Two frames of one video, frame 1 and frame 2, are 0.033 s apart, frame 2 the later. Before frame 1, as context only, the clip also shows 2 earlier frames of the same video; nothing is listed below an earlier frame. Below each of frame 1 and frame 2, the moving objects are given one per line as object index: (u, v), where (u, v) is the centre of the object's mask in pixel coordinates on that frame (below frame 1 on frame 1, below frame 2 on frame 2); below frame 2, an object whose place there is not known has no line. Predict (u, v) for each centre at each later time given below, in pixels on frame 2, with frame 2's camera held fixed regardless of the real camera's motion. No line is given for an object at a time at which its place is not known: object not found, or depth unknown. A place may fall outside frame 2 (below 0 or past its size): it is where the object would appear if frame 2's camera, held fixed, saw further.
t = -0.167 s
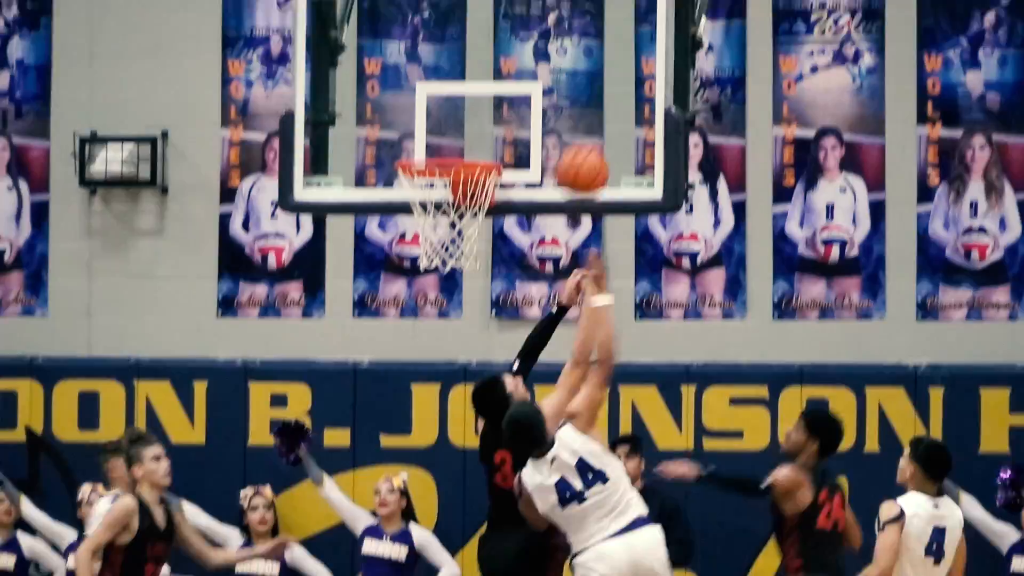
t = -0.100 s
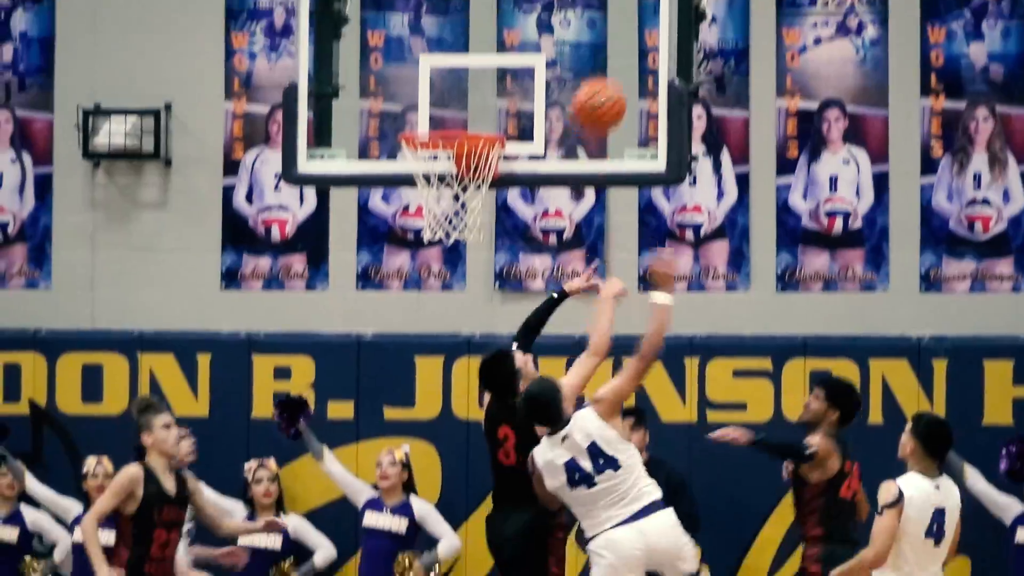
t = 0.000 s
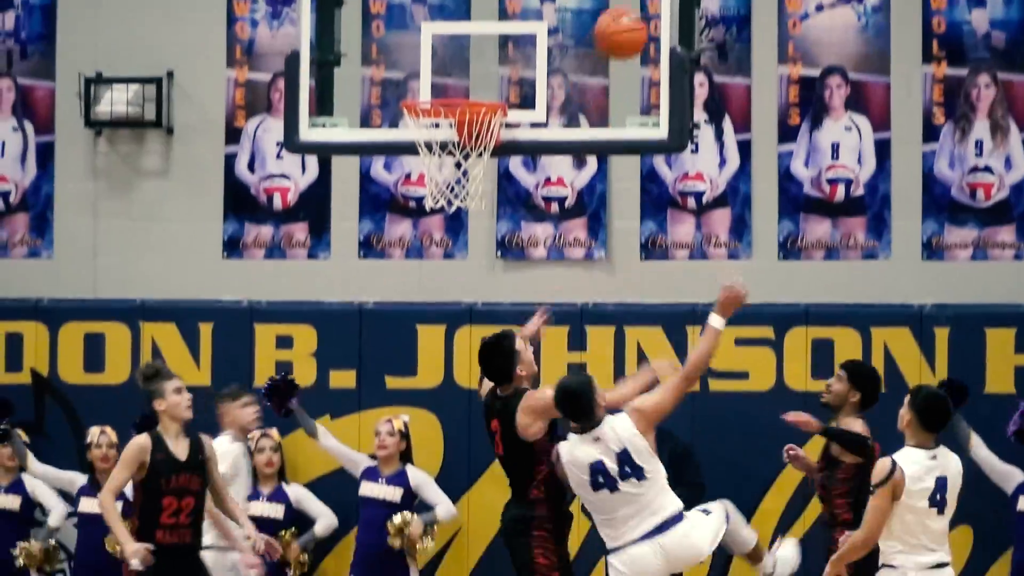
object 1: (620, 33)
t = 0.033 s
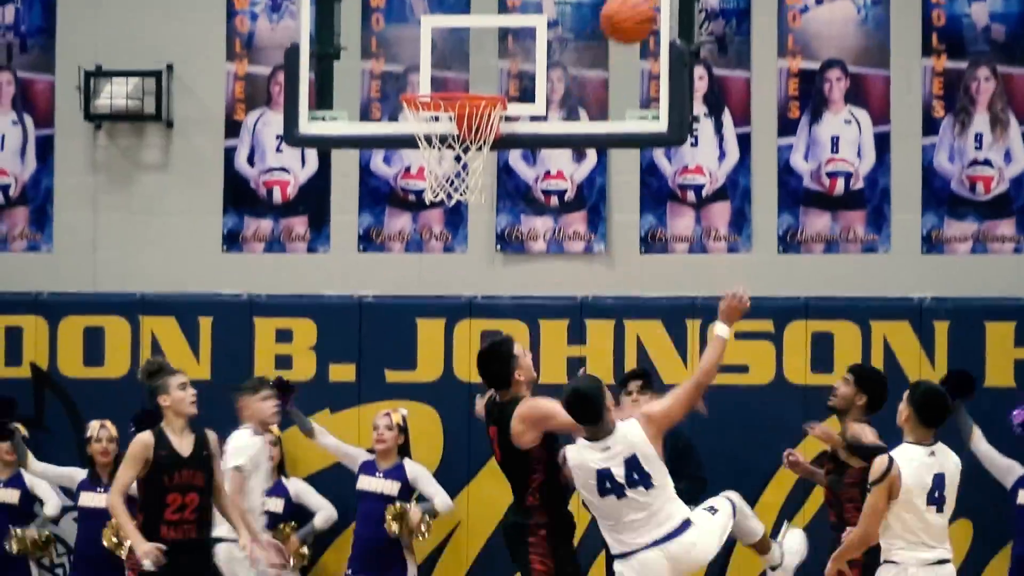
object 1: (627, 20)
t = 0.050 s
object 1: (631, 20)
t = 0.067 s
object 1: (634, 20)
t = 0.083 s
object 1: (638, 20)
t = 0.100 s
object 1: (642, 20)
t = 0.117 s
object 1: (645, 20)
